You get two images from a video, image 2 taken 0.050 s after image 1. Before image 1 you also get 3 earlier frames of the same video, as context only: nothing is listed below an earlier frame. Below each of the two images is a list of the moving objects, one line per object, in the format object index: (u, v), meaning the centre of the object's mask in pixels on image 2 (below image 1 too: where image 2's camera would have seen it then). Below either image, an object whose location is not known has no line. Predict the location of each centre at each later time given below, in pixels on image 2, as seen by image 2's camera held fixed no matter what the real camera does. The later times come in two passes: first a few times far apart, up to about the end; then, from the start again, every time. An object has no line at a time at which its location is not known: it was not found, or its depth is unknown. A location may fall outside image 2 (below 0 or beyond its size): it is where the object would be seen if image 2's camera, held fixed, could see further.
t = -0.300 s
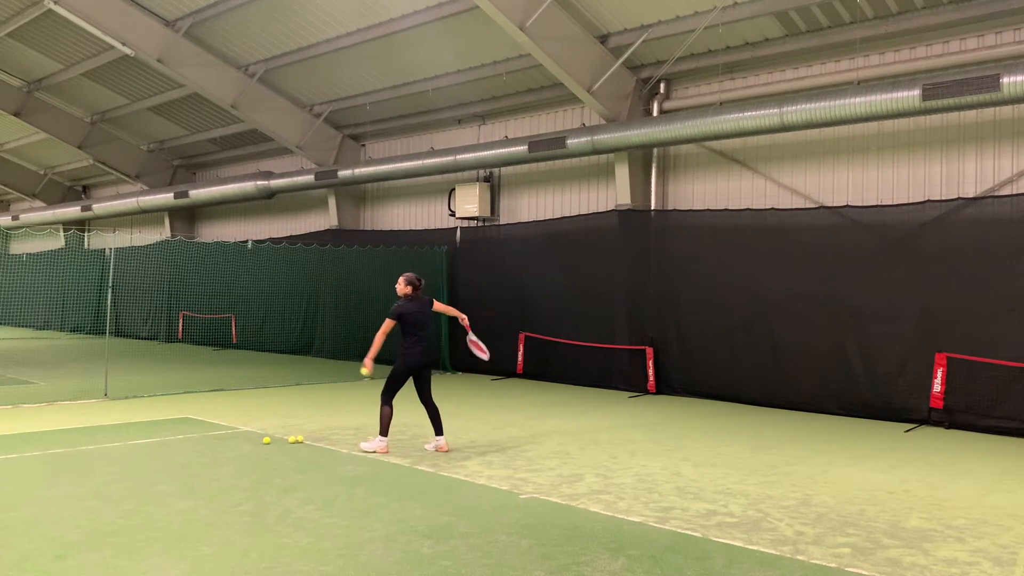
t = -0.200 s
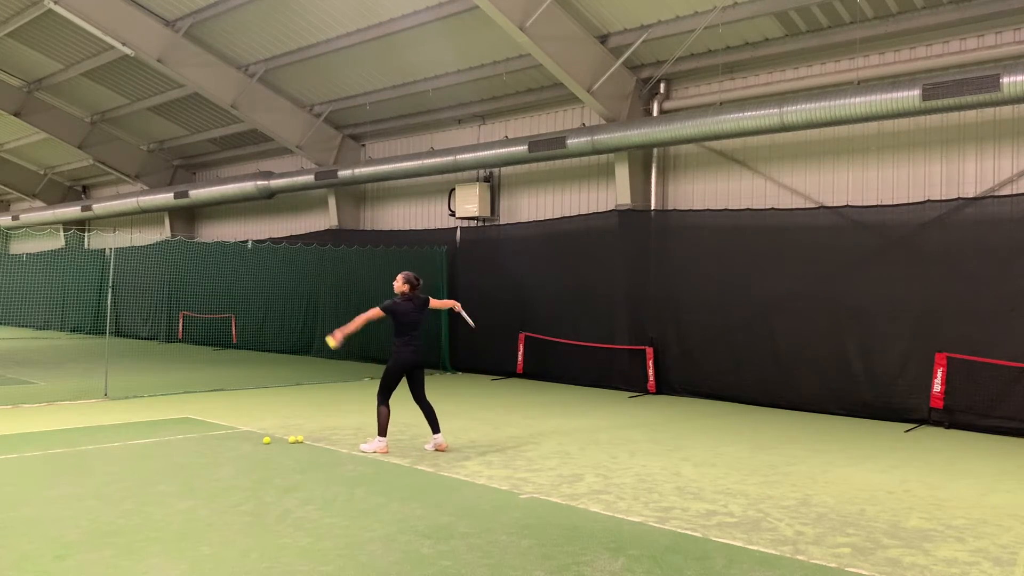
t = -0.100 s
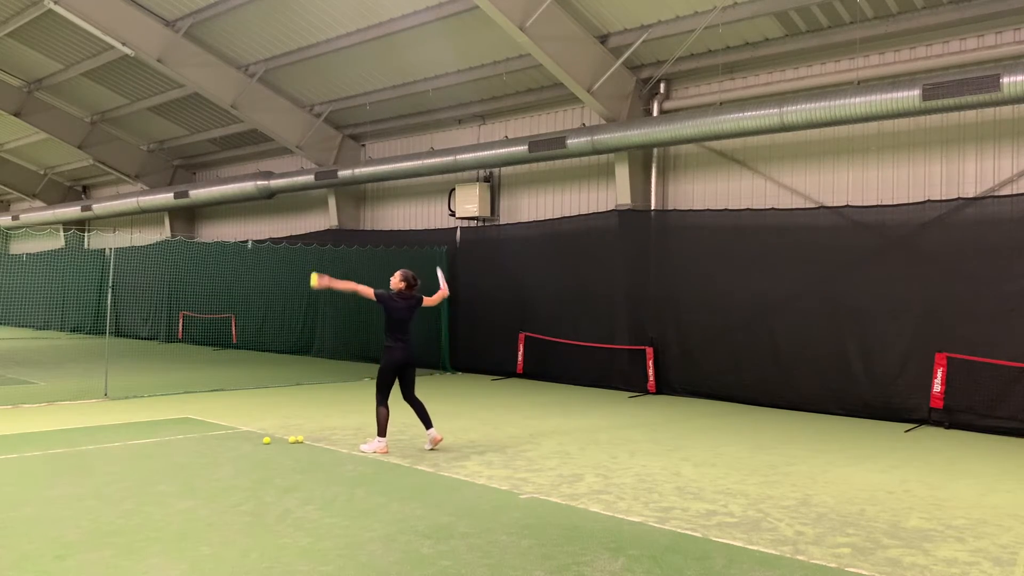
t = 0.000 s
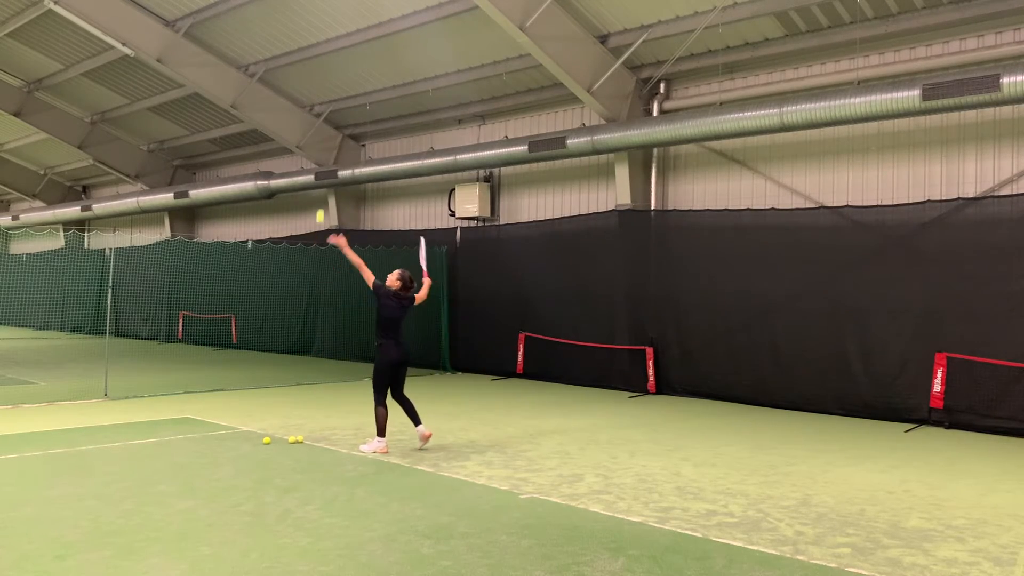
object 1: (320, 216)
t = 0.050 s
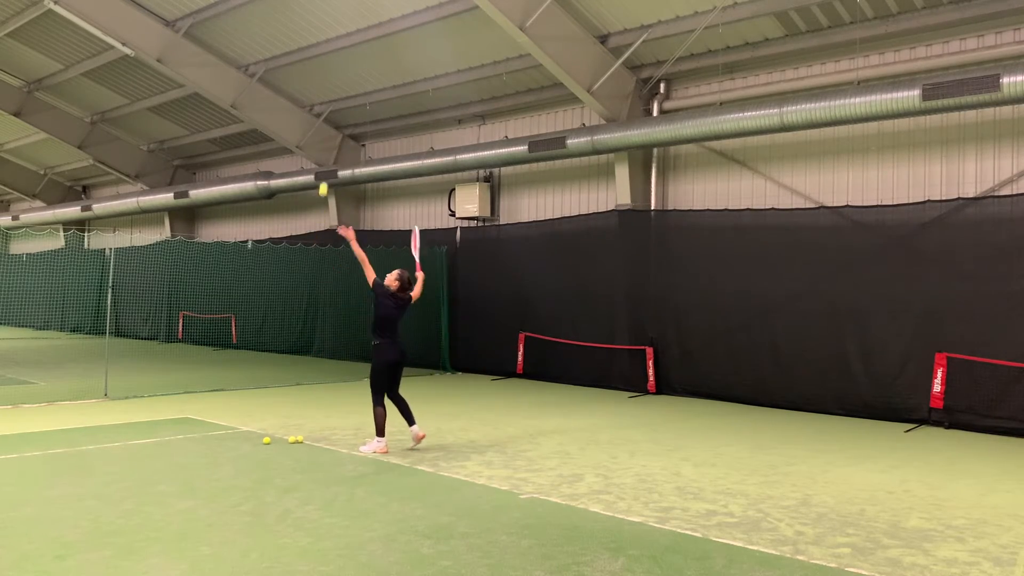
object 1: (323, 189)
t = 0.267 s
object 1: (335, 102)
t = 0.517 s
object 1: (348, 65)
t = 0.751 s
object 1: (359, 92)
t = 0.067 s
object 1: (324, 181)
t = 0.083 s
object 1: (325, 172)
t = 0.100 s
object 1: (326, 164)
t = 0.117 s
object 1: (327, 156)
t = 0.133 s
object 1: (328, 149)
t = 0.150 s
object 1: (329, 142)
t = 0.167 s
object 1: (330, 136)
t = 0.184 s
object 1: (331, 129)
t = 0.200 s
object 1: (332, 123)
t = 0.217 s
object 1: (332, 117)
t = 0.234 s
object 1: (333, 112)
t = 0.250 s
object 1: (334, 107)
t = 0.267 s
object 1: (335, 102)
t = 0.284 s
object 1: (336, 97)
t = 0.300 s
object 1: (337, 93)
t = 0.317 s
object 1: (338, 89)
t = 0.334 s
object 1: (339, 86)
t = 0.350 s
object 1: (339, 82)
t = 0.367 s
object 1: (340, 79)
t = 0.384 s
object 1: (341, 77)
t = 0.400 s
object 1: (342, 74)
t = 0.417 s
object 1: (343, 72)
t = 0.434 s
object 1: (344, 70)
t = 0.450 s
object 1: (345, 68)
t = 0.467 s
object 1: (346, 67)
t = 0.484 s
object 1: (346, 66)
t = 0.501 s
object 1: (347, 66)
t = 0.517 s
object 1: (348, 65)
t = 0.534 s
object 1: (349, 65)
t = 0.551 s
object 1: (350, 65)
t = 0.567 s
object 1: (350, 66)
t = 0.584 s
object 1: (351, 67)
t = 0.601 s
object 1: (352, 68)
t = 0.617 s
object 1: (353, 69)
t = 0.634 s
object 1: (354, 71)
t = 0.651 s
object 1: (354, 73)
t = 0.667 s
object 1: (355, 76)
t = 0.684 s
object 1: (356, 78)
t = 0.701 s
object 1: (357, 81)
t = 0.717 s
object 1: (358, 84)
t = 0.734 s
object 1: (358, 88)
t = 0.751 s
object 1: (359, 92)
